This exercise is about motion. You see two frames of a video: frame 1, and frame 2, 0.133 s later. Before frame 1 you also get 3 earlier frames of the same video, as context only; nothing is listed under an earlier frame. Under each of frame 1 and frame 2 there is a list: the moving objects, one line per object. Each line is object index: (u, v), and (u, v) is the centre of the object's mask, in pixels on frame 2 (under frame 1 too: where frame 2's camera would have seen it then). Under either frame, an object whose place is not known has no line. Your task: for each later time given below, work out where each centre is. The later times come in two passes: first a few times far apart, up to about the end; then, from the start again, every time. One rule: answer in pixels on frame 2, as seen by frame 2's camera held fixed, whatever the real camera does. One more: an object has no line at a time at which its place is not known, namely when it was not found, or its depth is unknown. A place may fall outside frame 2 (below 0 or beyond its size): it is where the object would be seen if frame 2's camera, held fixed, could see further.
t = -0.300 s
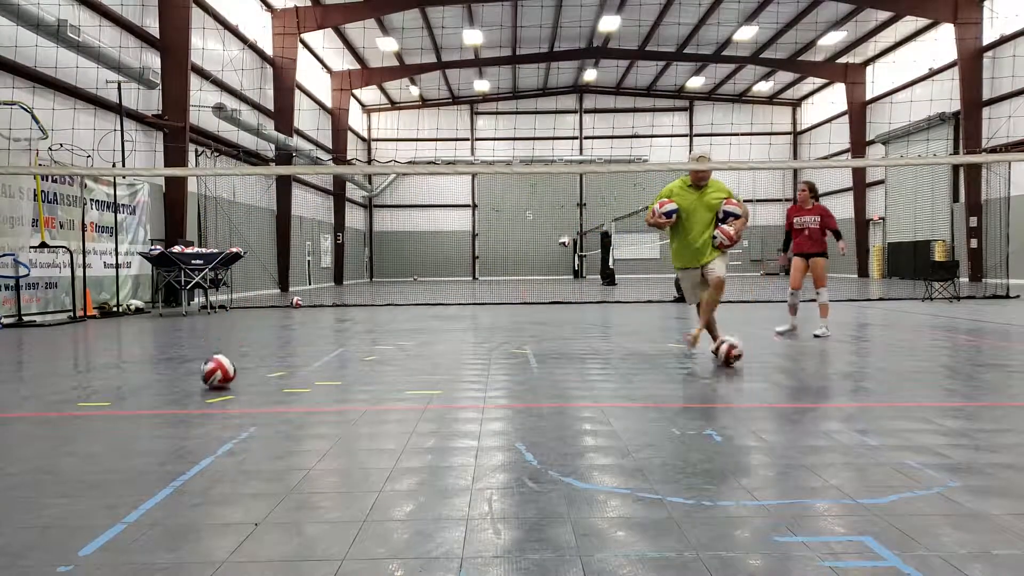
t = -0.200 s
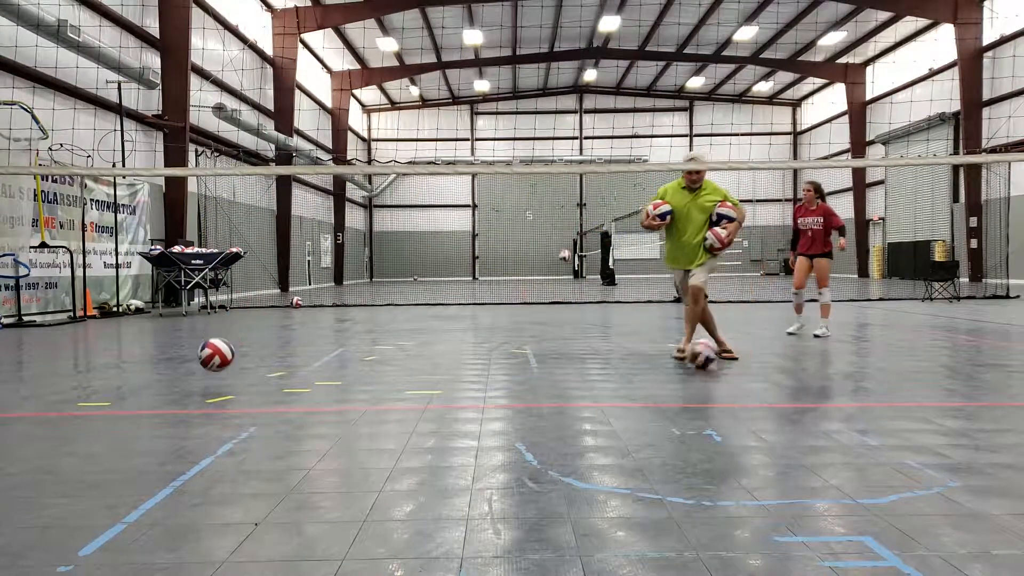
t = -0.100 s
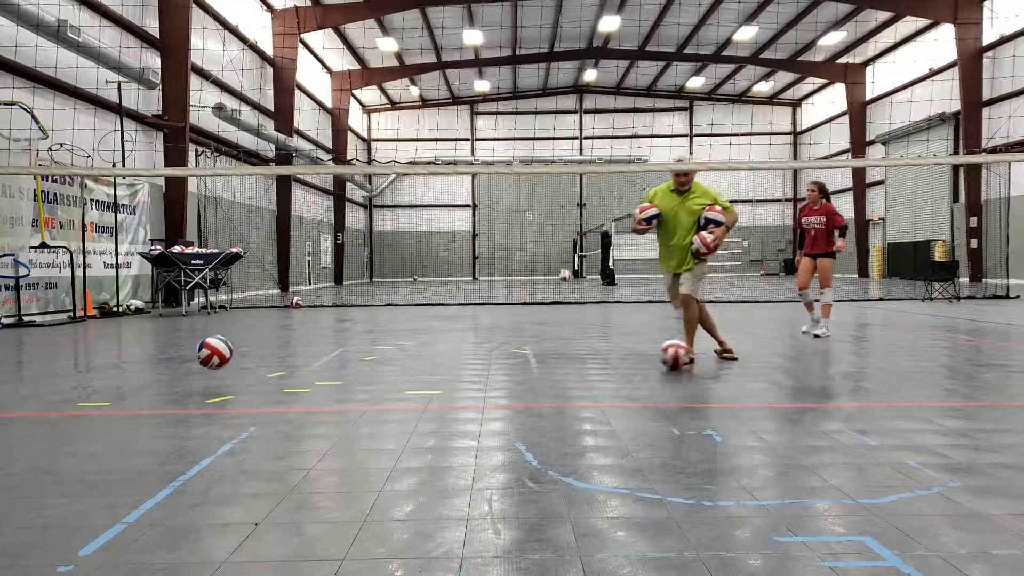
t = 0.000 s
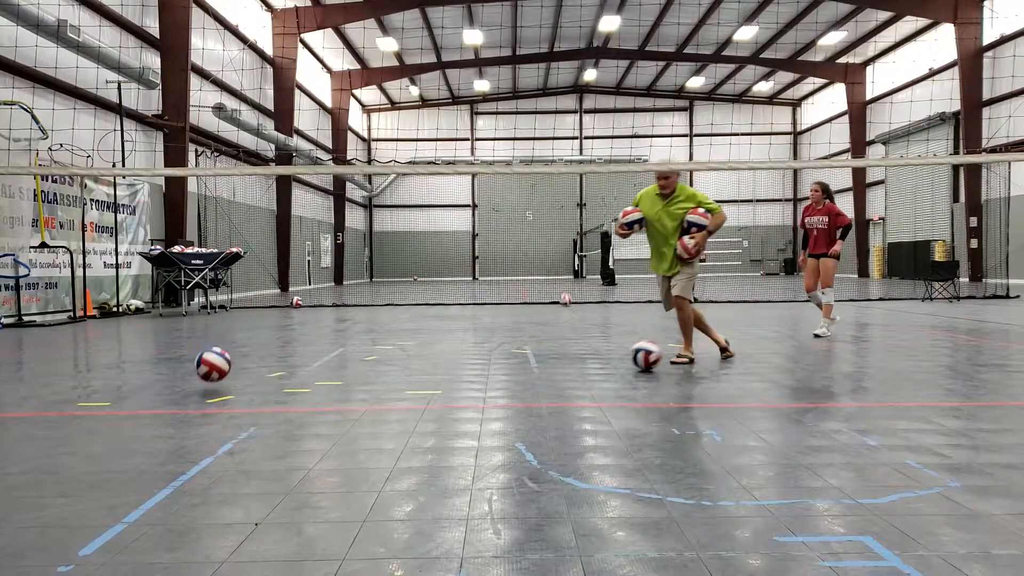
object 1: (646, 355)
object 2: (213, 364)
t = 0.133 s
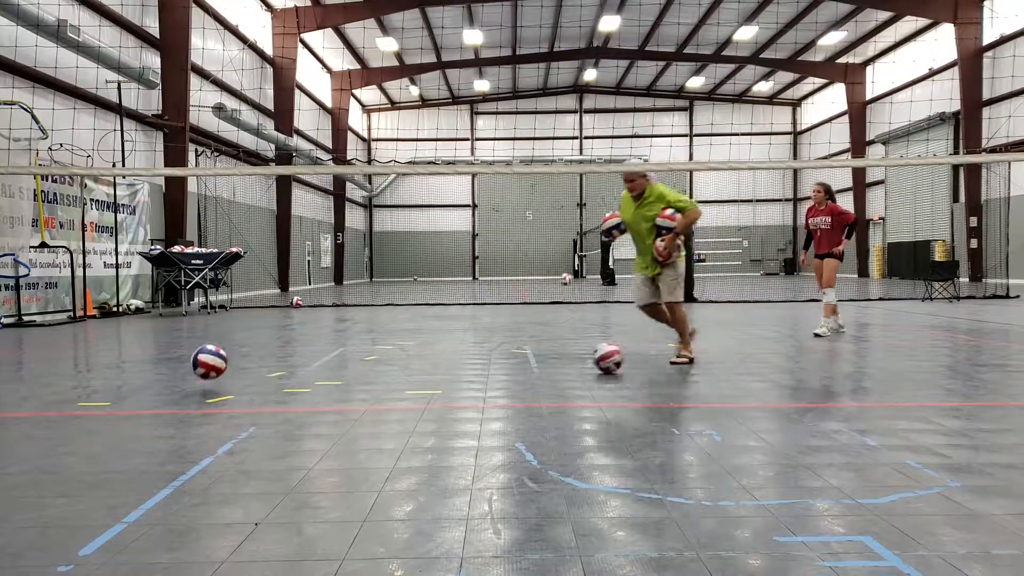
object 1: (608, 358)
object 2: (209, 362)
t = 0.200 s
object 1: (589, 359)
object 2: (207, 362)
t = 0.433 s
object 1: (520, 362)
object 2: (200, 368)
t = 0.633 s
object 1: (458, 367)
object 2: (194, 374)
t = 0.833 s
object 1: (392, 372)
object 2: (186, 377)
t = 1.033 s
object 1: (324, 376)
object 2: (179, 379)
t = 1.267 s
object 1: (241, 382)
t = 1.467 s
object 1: (180, 385)
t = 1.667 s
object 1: (137, 392)
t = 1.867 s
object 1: (88, 400)
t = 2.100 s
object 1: (23, 410)
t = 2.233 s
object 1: (4, 413)
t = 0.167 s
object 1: (599, 358)
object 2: (208, 361)
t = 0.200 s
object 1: (589, 359)
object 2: (207, 362)
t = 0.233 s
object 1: (579, 361)
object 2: (206, 365)
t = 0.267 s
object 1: (570, 360)
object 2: (205, 369)
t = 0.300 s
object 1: (560, 361)
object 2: (205, 375)
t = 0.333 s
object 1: (549, 361)
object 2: (203, 371)
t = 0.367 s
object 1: (541, 362)
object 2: (202, 368)
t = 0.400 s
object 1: (530, 362)
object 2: (201, 368)
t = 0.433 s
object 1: (520, 362)
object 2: (200, 368)
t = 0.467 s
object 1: (510, 364)
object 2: (199, 371)
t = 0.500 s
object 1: (500, 364)
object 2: (198, 376)
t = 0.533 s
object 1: (489, 365)
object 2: (197, 374)
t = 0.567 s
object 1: (479, 366)
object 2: (196, 372)
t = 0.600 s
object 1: (470, 366)
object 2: (195, 372)
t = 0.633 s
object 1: (458, 367)
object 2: (194, 374)
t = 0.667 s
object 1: (448, 367)
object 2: (192, 376)
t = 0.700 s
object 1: (437, 369)
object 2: (191, 375)
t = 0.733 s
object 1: (426, 371)
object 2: (190, 375)
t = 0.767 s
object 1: (417, 370)
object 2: (189, 377)
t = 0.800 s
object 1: (405, 371)
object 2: (188, 377)
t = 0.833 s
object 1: (392, 372)
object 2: (186, 377)
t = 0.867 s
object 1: (382, 372)
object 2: (185, 378)
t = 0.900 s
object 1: (372, 372)
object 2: (184, 378)
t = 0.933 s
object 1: (361, 374)
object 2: (183, 378)
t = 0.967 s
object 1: (350, 374)
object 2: (182, 379)
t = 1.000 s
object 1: (337, 375)
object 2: (181, 379)
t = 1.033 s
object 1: (324, 376)
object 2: (179, 379)
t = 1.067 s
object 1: (313, 376)
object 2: (178, 379)
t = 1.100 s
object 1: (302, 377)
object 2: (177, 380)
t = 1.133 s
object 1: (289, 378)
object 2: (175, 380)
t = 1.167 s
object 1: (278, 379)
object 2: (174, 381)
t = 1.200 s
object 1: (266, 380)
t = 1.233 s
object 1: (255, 381)
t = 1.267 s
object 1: (241, 382)
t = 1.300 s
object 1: (231, 382)
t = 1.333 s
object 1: (216, 382)
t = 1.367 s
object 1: (204, 383)
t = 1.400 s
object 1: (191, 385)
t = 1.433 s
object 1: (185, 384)
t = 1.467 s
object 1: (180, 385)
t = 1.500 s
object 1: (173, 387)
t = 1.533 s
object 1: (166, 388)
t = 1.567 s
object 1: (160, 390)
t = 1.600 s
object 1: (153, 390)
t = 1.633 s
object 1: (145, 391)
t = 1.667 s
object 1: (137, 392)
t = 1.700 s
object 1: (130, 393)
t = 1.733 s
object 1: (120, 392)
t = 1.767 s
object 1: (114, 393)
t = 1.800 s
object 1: (105, 398)
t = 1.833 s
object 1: (97, 399)
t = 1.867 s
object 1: (88, 400)
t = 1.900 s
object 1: (78, 402)
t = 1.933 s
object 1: (68, 404)
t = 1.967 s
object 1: (60, 405)
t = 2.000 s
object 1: (51, 406)
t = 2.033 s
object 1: (42, 407)
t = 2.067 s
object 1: (32, 409)
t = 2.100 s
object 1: (23, 410)
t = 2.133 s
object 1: (18, 411)
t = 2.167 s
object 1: (14, 412)
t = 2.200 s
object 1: (9, 414)
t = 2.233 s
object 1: (4, 413)
